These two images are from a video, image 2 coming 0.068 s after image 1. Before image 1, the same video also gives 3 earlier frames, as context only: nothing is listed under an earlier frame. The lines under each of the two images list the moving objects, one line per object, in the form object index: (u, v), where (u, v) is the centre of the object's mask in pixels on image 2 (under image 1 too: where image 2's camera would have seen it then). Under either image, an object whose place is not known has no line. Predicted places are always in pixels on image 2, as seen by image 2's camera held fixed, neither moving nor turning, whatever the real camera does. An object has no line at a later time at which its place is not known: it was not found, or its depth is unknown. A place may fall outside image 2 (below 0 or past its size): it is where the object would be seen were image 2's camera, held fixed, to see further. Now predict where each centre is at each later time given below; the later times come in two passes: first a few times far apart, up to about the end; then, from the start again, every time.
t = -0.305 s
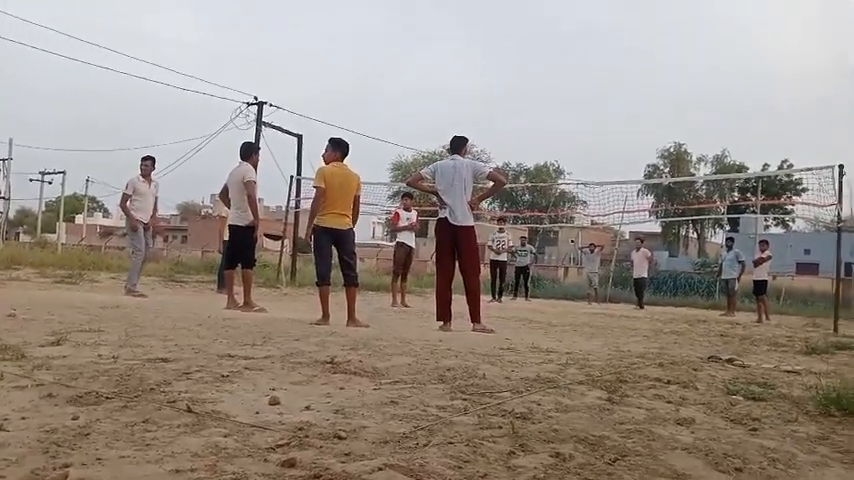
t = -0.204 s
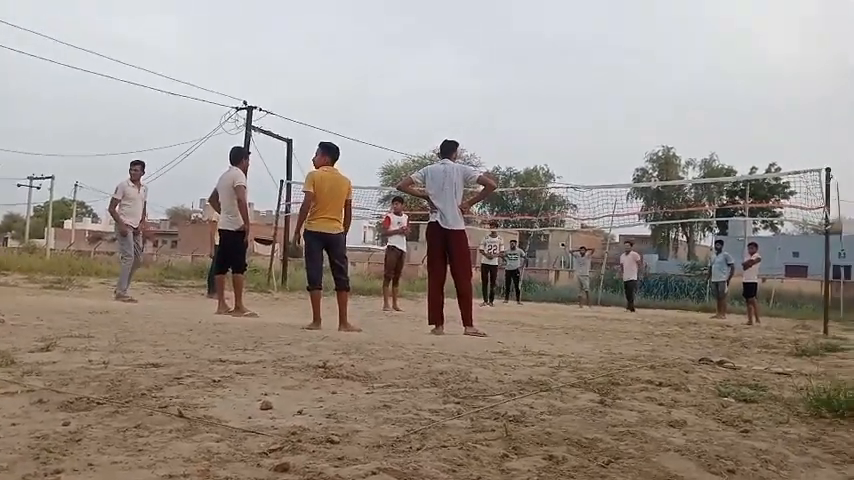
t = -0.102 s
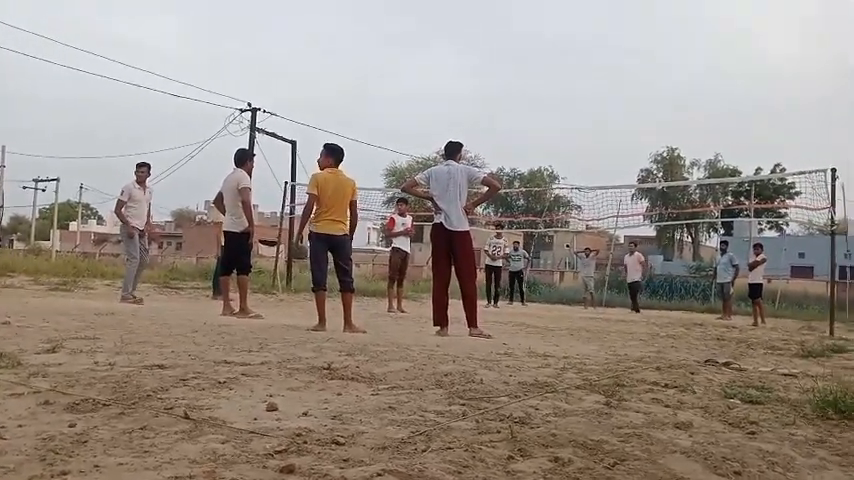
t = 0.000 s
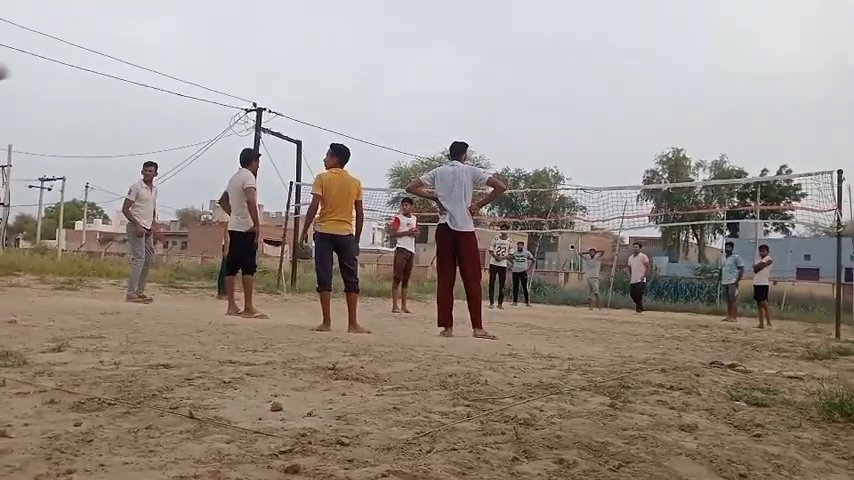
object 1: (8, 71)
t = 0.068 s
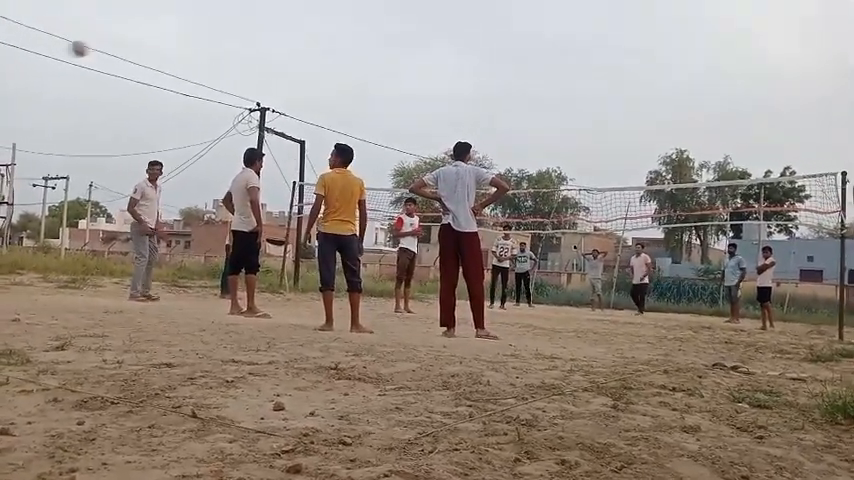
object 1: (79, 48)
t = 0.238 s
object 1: (223, 25)
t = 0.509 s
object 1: (372, 40)
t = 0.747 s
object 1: (456, 83)
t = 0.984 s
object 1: (516, 140)
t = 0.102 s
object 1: (112, 40)
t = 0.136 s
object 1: (142, 34)
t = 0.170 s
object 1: (171, 30)
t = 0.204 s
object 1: (197, 26)
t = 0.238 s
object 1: (223, 25)
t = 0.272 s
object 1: (247, 23)
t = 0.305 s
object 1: (269, 24)
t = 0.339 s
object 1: (288, 25)
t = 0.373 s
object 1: (306, 26)
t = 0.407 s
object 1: (325, 28)
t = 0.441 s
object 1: (343, 32)
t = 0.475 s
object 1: (358, 35)
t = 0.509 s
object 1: (372, 40)
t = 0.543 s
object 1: (385, 44)
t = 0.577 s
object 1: (397, 48)
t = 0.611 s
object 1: (411, 55)
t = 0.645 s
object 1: (423, 62)
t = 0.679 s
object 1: (435, 69)
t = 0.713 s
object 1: (446, 75)
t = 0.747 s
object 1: (456, 83)
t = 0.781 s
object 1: (465, 90)
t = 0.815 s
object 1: (473, 97)
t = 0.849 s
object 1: (483, 106)
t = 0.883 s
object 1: (495, 113)
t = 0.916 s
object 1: (502, 122)
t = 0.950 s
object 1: (510, 131)
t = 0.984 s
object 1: (516, 140)
